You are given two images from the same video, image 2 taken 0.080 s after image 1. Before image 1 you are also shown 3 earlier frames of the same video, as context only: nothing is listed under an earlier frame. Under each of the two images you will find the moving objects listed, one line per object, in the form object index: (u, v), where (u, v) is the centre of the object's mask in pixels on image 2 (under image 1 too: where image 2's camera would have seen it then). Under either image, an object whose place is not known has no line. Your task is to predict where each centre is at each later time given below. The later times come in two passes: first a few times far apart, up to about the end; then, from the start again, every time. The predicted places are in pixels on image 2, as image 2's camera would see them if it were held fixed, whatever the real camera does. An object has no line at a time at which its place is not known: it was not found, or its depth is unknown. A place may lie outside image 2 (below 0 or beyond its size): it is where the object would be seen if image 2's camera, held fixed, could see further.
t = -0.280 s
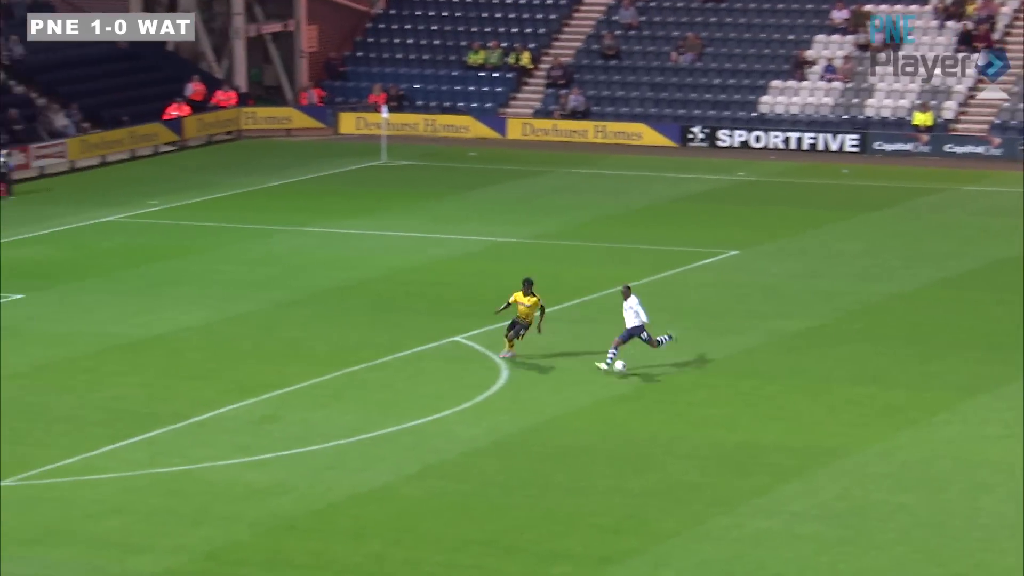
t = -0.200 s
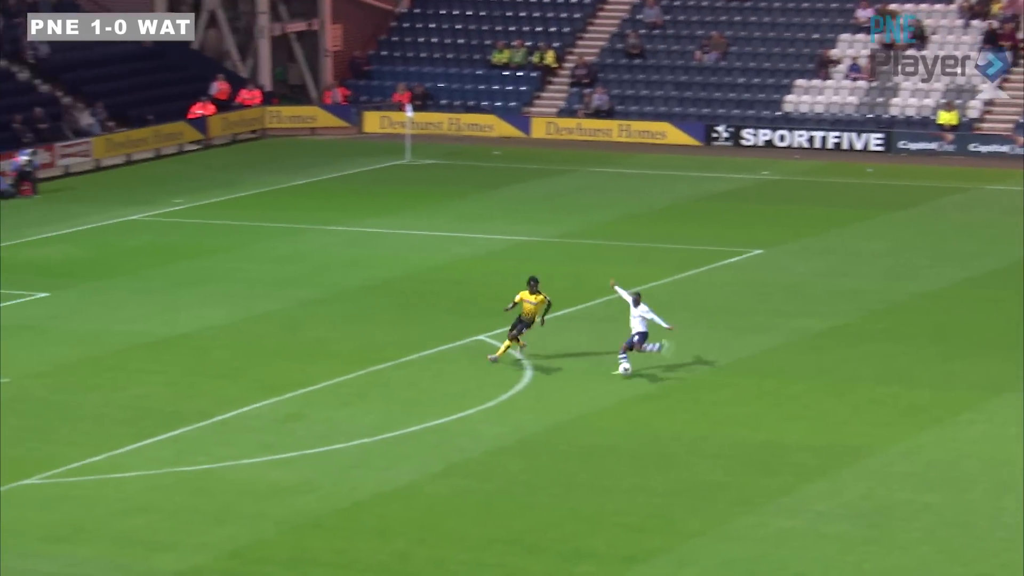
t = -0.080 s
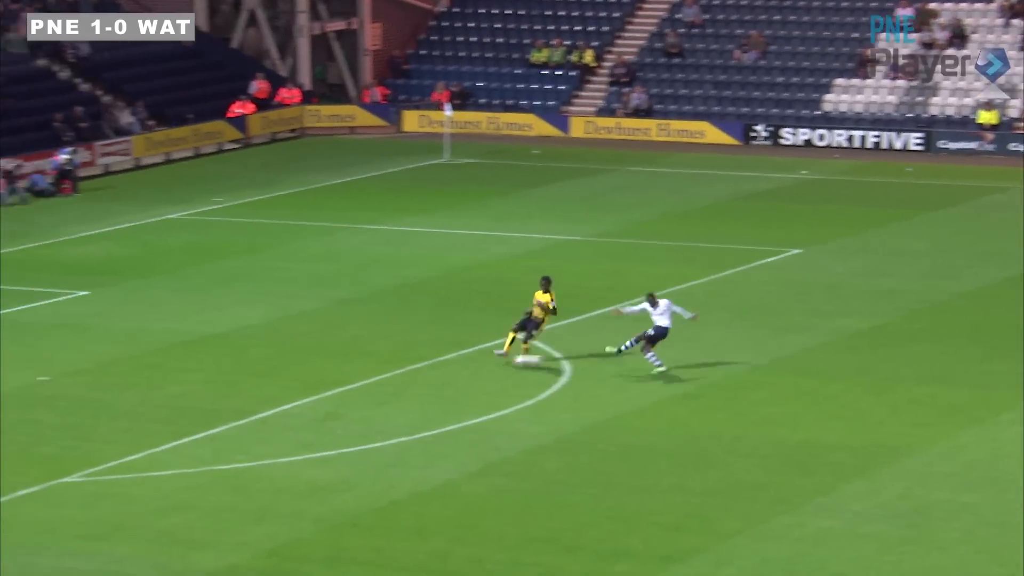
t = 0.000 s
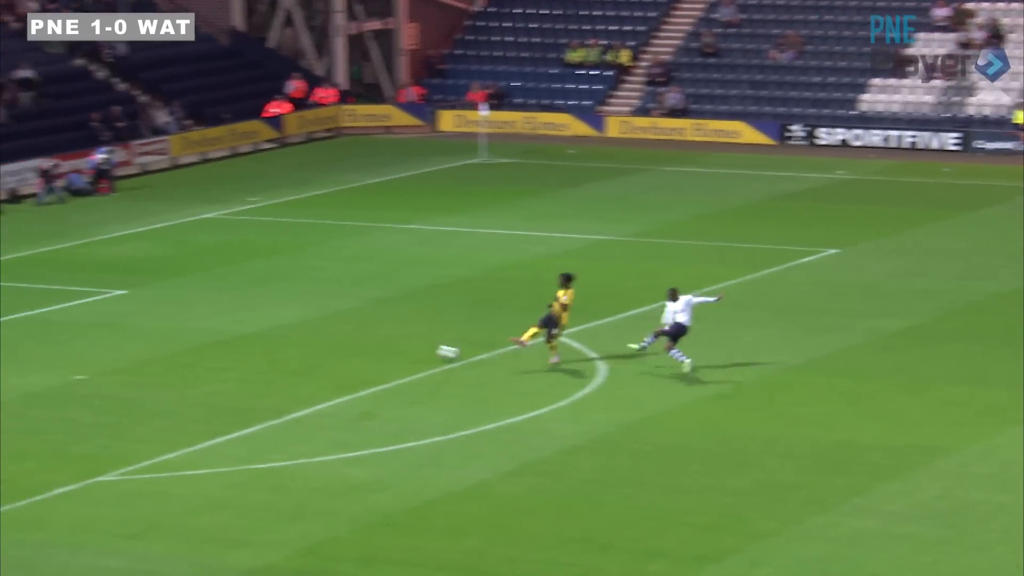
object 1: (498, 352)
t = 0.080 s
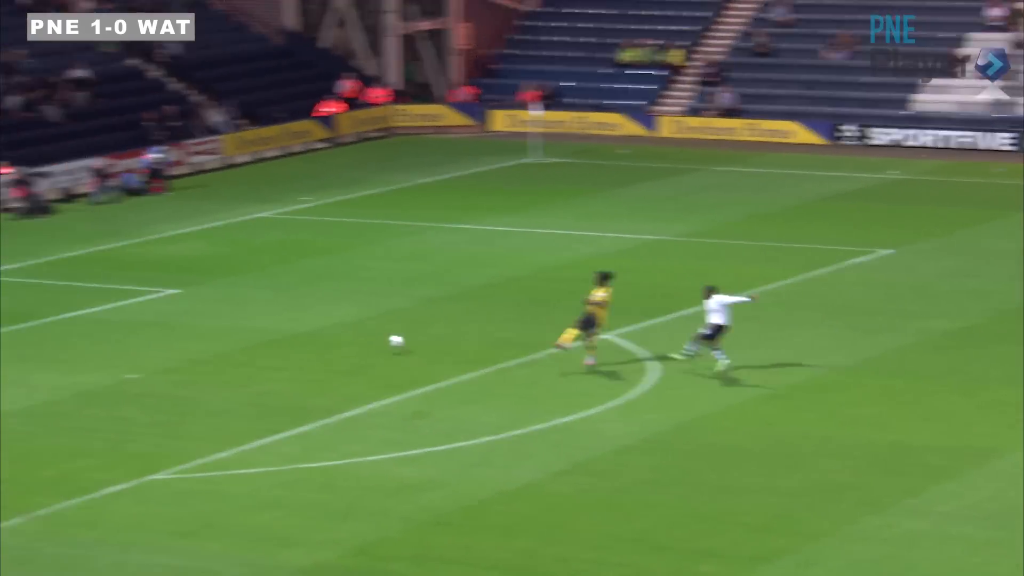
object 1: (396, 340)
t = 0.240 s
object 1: (220, 331)
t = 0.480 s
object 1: (3, 313)
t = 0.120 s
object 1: (349, 338)
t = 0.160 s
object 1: (303, 337)
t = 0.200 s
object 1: (260, 336)
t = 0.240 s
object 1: (220, 331)
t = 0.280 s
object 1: (179, 326)
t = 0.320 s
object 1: (141, 323)
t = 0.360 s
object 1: (104, 322)
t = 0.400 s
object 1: (68, 322)
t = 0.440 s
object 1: (35, 319)
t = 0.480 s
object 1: (3, 313)
